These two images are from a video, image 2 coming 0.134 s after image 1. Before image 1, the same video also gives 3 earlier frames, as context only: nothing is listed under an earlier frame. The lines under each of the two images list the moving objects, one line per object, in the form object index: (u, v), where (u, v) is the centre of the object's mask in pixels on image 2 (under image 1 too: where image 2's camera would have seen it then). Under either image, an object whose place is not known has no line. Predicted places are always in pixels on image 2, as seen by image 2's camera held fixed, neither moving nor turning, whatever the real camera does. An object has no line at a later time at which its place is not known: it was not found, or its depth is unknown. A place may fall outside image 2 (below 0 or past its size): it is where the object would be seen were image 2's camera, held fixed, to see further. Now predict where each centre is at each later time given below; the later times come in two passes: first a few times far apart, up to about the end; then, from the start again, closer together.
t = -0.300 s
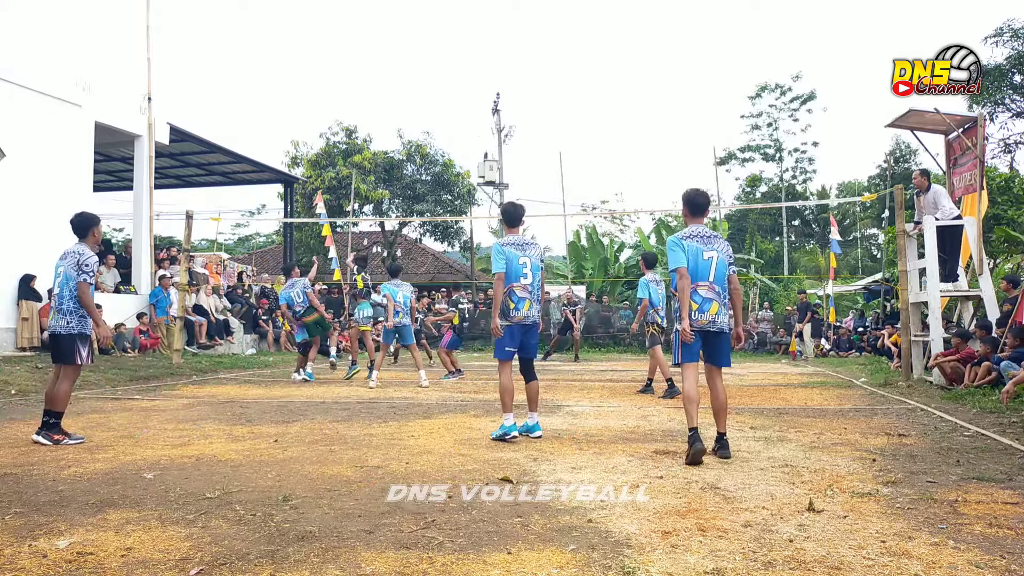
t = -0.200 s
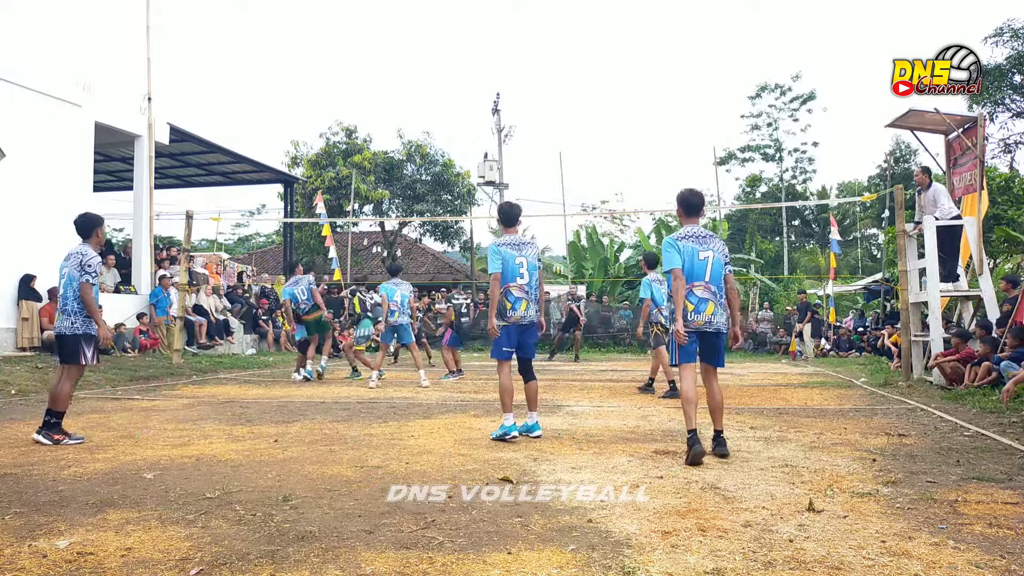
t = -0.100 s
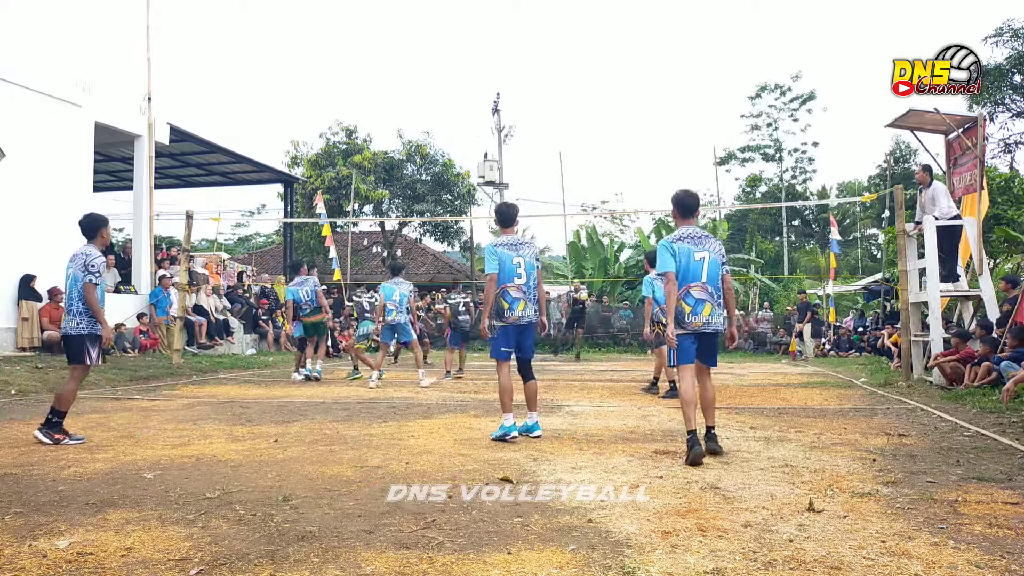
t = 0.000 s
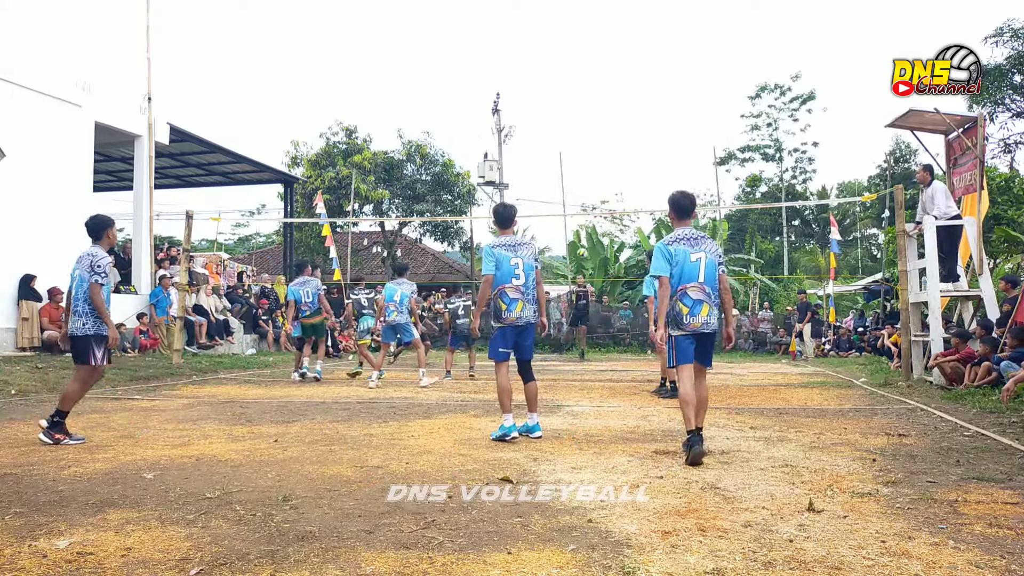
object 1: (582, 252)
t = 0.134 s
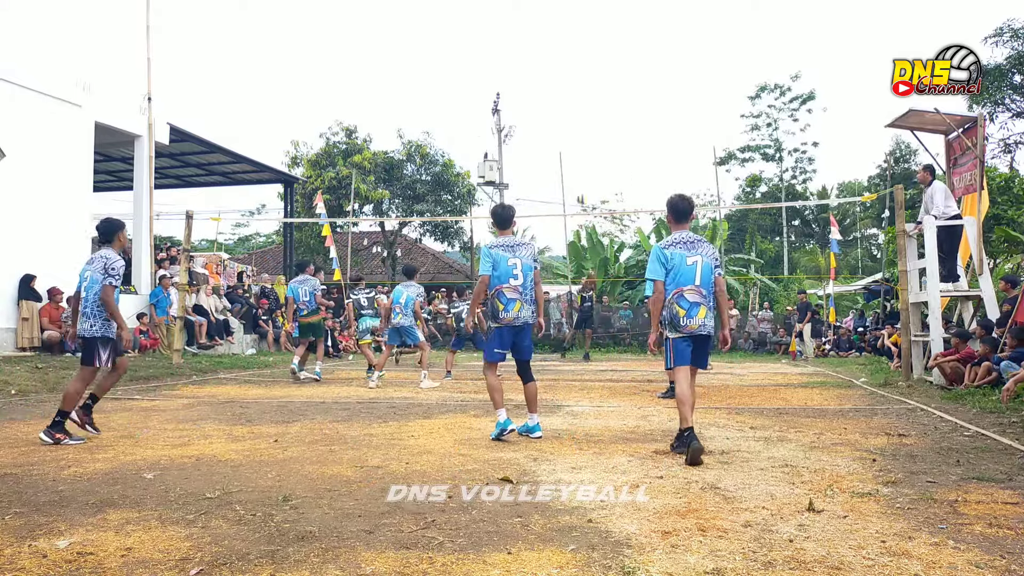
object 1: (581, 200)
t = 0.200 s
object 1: (580, 175)
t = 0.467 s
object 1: (581, 94)
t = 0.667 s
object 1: (582, 52)
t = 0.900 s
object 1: (585, 28)
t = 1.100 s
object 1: (587, 26)
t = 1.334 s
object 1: (590, 53)
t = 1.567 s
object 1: (592, 110)
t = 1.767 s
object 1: (594, 185)
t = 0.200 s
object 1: (580, 175)
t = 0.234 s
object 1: (580, 163)
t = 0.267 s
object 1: (580, 153)
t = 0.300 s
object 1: (580, 141)
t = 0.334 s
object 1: (580, 131)
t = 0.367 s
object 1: (580, 121)
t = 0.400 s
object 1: (581, 112)
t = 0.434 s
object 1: (580, 103)
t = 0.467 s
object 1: (581, 94)
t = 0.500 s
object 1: (581, 85)
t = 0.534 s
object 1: (581, 79)
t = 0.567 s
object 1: (581, 71)
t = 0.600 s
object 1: (582, 64)
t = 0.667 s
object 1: (582, 52)
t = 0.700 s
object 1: (583, 47)
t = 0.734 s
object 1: (583, 43)
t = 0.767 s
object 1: (583, 39)
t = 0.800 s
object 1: (584, 35)
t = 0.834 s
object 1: (584, 31)
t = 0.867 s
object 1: (585, 29)
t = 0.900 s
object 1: (585, 28)
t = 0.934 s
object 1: (585, 26)
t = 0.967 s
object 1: (585, 24)
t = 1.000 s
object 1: (586, 24)
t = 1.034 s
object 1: (586, 24)
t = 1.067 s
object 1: (586, 25)
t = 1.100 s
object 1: (587, 26)
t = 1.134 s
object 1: (587, 28)
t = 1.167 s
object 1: (587, 31)
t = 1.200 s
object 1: (587, 34)
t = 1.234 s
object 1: (588, 37)
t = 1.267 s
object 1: (588, 42)
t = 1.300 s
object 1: (589, 47)
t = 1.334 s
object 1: (590, 53)
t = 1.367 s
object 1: (589, 59)
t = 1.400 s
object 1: (590, 65)
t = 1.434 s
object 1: (591, 73)
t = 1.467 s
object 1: (591, 81)
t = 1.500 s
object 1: (591, 91)
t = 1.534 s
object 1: (592, 100)
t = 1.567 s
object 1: (592, 110)
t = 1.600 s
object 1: (592, 120)
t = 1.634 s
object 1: (593, 132)
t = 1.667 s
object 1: (593, 145)
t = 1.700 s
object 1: (593, 157)
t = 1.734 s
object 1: (594, 171)
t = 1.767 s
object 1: (594, 185)
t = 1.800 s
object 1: (595, 202)
